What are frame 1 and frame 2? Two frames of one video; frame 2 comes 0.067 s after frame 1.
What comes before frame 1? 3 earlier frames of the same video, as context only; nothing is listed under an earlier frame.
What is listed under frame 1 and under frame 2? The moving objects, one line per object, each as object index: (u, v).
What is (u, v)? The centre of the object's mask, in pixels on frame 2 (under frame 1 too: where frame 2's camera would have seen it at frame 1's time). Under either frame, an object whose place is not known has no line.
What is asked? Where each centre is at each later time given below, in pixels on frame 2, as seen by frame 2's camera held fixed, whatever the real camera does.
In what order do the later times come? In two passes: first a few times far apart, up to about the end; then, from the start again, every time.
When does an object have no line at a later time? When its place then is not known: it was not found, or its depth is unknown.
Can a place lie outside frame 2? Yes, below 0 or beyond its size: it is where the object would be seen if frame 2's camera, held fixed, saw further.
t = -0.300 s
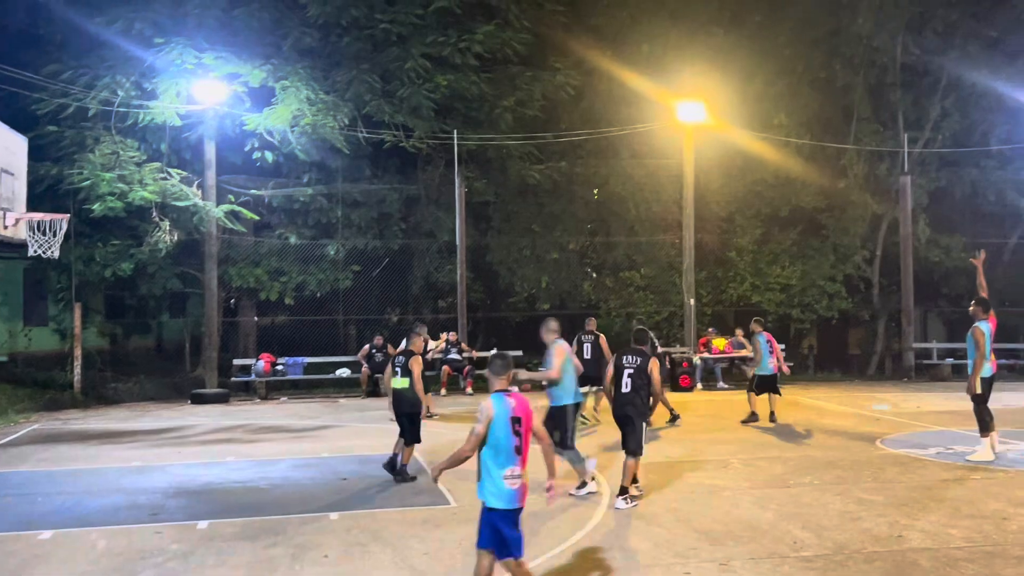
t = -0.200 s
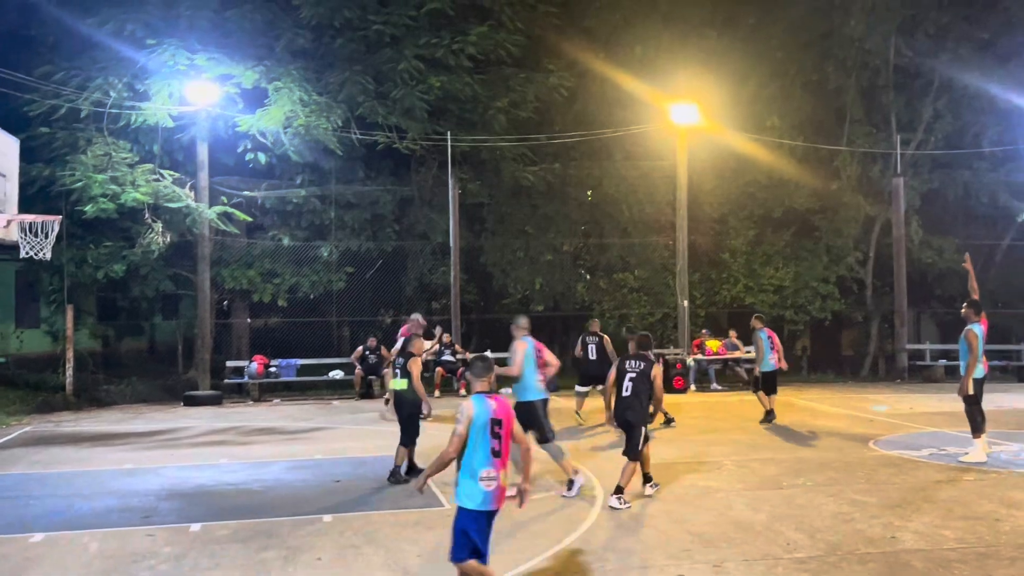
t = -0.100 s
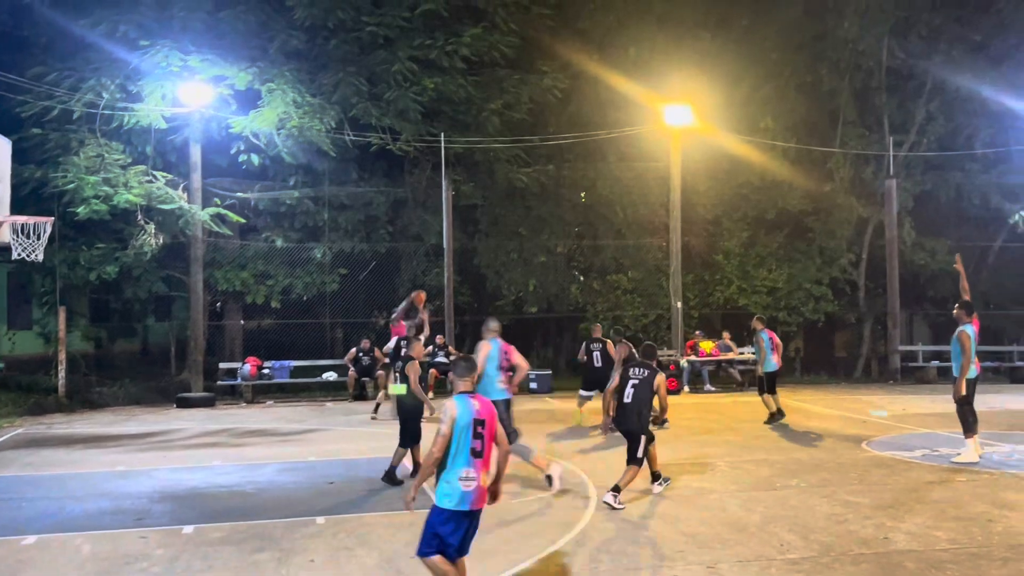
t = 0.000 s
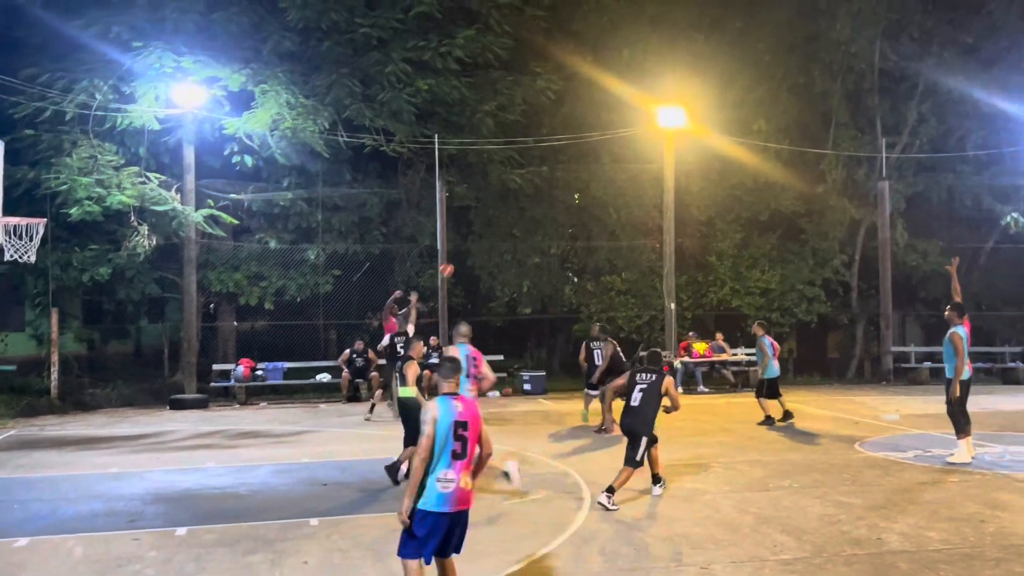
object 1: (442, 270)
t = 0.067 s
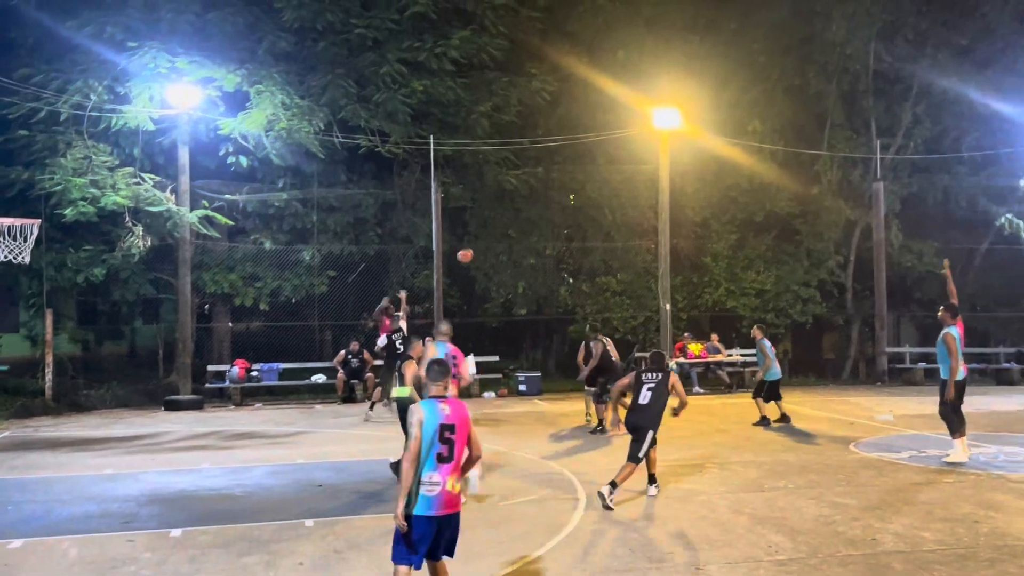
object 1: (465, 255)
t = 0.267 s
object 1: (540, 218)
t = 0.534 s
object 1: (658, 203)
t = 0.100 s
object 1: (477, 248)
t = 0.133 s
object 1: (489, 241)
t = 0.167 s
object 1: (502, 235)
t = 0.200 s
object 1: (514, 228)
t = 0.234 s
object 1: (527, 223)
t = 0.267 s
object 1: (540, 218)
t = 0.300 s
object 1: (554, 215)
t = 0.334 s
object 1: (568, 210)
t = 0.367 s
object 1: (582, 208)
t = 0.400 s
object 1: (596, 206)
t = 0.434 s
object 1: (612, 204)
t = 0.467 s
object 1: (628, 203)
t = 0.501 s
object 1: (643, 203)
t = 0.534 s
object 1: (658, 203)
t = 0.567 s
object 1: (675, 204)
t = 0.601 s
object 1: (693, 207)
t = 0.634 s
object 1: (710, 209)
